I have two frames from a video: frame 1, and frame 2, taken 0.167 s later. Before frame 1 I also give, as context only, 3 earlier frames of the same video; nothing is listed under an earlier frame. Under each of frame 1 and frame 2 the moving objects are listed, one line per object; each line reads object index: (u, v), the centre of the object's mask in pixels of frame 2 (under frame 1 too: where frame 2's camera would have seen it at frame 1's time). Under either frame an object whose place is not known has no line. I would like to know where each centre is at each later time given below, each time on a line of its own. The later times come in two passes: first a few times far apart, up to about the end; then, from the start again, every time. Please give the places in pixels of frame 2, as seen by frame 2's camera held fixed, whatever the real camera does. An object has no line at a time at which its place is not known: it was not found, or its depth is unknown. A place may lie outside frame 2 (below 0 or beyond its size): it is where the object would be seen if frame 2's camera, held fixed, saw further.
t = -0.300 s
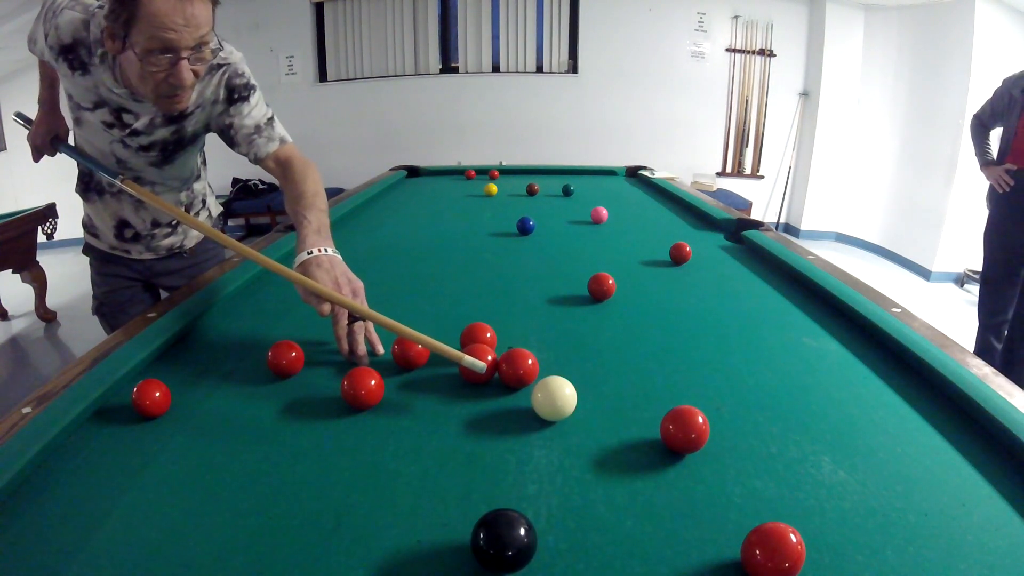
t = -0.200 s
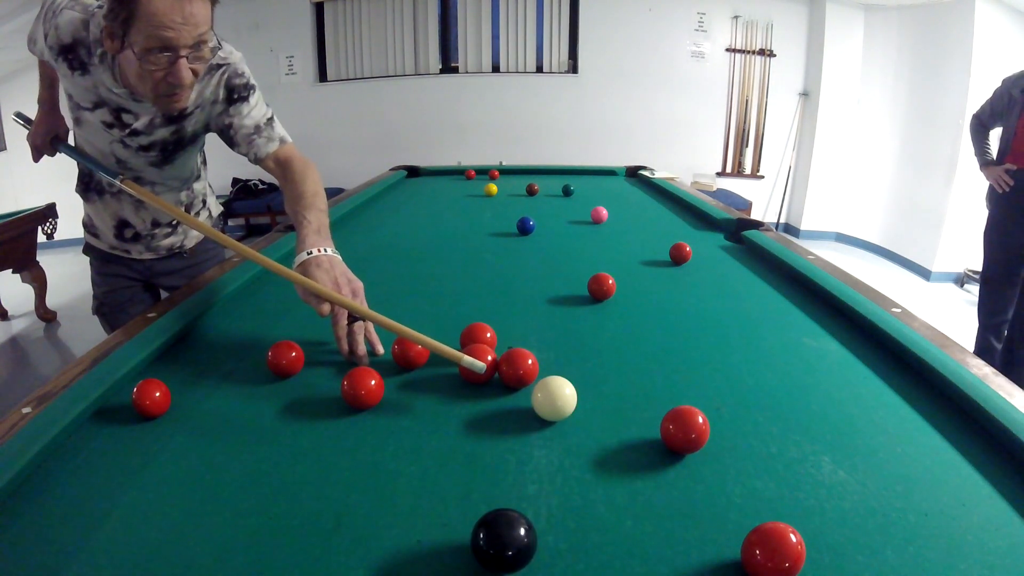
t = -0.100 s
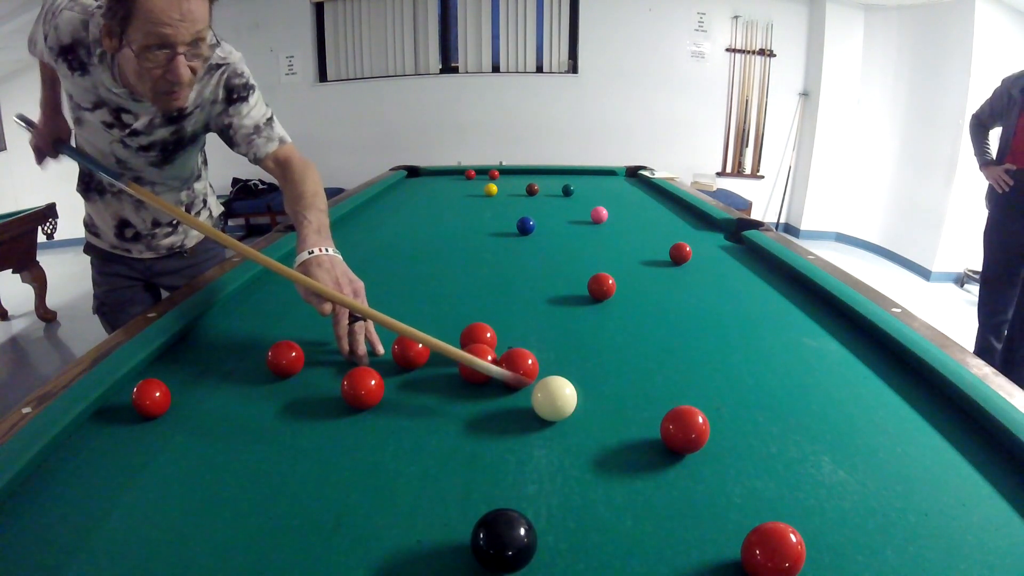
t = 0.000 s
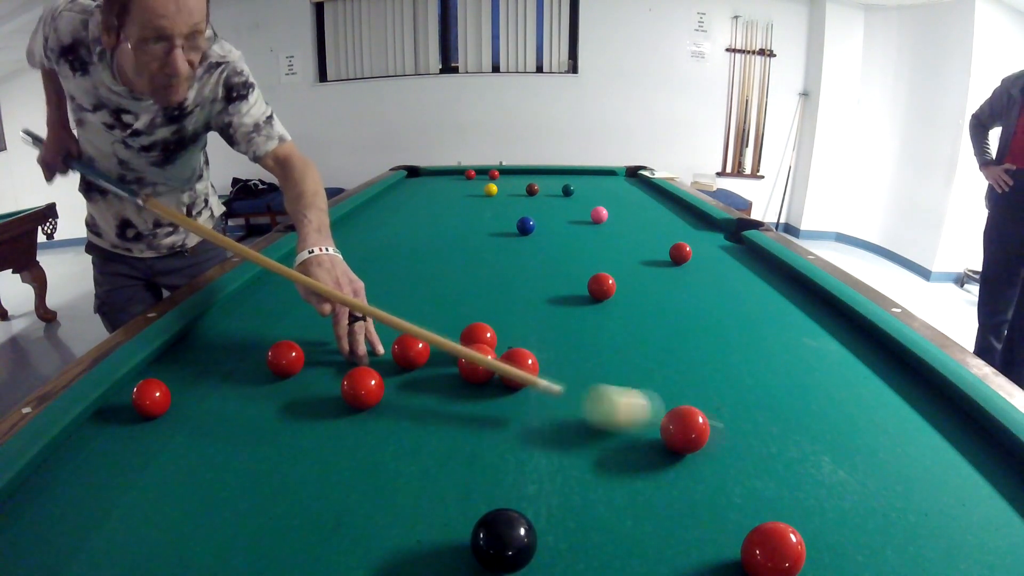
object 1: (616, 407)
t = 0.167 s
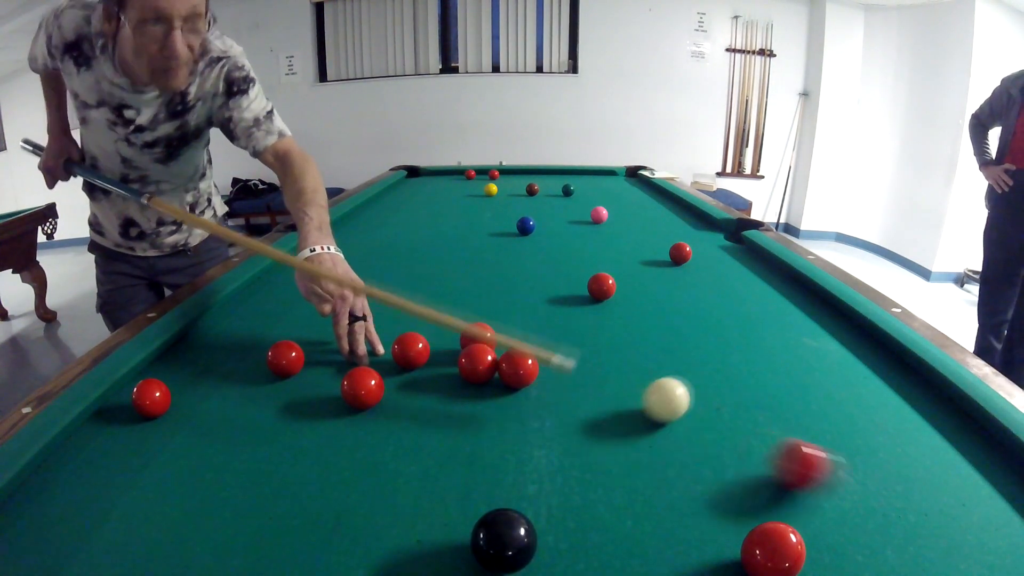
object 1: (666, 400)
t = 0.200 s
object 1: (672, 397)
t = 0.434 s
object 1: (709, 380)
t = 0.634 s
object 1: (735, 369)
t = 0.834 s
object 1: (756, 358)
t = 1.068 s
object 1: (777, 349)
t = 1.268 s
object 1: (791, 342)
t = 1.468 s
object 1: (804, 336)
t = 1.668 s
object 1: (814, 331)
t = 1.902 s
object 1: (824, 326)
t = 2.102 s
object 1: (832, 323)
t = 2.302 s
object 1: (838, 321)
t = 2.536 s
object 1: (843, 319)
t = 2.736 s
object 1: (844, 318)
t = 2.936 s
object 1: (843, 318)
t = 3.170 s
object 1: (844, 318)
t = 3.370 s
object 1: (845, 318)
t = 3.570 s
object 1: (844, 318)
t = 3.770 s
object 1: (844, 318)
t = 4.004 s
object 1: (844, 318)
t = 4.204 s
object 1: (844, 318)
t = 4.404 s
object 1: (844, 318)
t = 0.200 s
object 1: (672, 397)
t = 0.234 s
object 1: (678, 394)
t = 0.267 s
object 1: (683, 392)
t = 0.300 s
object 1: (689, 390)
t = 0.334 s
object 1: (694, 387)
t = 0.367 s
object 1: (699, 385)
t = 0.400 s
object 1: (704, 383)
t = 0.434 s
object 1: (709, 380)
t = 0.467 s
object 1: (714, 378)
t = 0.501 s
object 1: (718, 376)
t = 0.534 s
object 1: (723, 374)
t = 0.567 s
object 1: (727, 372)
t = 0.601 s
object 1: (730, 370)
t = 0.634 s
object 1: (735, 369)
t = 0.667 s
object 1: (739, 367)
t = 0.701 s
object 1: (742, 365)
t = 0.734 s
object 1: (746, 363)
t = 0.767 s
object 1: (749, 362)
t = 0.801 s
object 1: (753, 360)
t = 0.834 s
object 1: (756, 358)
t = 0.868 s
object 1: (759, 357)
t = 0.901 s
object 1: (763, 355)
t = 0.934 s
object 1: (766, 354)
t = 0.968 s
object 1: (768, 353)
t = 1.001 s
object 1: (771, 351)
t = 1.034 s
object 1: (774, 350)
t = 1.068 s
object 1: (777, 349)
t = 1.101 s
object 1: (779, 347)
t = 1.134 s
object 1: (782, 346)
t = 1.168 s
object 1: (784, 345)
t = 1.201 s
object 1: (787, 344)
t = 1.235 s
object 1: (789, 343)
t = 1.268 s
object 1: (791, 342)
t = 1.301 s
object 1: (793, 341)
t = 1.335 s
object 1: (796, 340)
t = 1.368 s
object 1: (798, 339)
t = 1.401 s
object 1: (800, 338)
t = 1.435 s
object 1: (802, 337)
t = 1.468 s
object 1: (804, 336)
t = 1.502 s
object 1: (806, 335)
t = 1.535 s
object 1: (807, 334)
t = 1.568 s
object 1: (809, 333)
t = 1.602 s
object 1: (811, 333)
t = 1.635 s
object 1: (812, 332)
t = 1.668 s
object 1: (814, 331)
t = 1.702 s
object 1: (816, 330)
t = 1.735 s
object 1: (817, 330)
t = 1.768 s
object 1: (819, 329)
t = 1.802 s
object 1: (820, 328)
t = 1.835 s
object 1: (821, 327)
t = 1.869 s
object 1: (823, 327)
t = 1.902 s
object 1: (824, 326)
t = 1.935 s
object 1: (825, 325)
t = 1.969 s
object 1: (827, 325)
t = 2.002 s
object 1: (828, 324)
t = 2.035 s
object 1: (829, 324)
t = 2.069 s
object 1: (831, 324)
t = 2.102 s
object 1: (832, 323)
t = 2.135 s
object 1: (833, 323)
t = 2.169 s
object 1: (834, 322)
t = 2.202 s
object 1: (835, 322)
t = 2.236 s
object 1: (836, 322)
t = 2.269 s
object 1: (837, 321)
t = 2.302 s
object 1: (838, 321)
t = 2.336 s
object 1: (839, 321)
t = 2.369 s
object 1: (840, 320)
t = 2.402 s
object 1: (841, 320)
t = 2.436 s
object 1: (841, 320)
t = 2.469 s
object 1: (842, 320)
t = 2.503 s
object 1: (843, 319)
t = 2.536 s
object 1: (843, 319)
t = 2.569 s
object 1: (844, 318)
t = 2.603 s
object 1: (845, 318)
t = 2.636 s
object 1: (845, 318)
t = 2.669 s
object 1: (845, 318)
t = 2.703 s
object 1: (845, 318)
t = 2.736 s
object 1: (844, 318)
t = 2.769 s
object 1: (844, 318)
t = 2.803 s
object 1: (843, 318)
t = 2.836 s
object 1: (843, 318)
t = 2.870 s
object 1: (843, 318)
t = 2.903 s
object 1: (843, 318)
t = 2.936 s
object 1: (843, 318)
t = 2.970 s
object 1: (843, 318)
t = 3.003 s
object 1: (843, 318)
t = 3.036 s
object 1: (843, 318)
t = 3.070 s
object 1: (843, 318)
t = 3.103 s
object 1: (844, 318)
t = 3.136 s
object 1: (844, 318)
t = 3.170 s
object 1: (844, 318)
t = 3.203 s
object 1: (844, 318)
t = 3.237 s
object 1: (844, 318)
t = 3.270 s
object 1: (845, 318)
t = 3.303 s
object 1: (845, 318)
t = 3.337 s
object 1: (845, 318)
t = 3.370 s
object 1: (845, 318)
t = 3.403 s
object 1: (844, 318)
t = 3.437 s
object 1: (844, 318)
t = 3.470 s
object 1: (844, 318)
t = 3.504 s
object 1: (844, 318)
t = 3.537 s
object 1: (844, 318)
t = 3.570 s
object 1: (844, 318)
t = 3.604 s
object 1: (844, 318)
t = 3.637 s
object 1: (844, 318)
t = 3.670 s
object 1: (844, 318)
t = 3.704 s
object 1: (844, 318)
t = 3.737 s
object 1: (844, 318)
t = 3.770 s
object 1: (844, 318)
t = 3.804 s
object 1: (844, 318)
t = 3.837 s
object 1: (844, 318)
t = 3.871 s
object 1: (844, 318)
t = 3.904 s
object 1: (844, 318)
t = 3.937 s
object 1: (844, 318)
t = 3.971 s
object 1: (844, 318)
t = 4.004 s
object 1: (844, 318)
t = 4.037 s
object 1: (844, 318)
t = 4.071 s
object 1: (844, 318)
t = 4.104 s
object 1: (844, 318)
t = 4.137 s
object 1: (844, 318)
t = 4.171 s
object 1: (844, 318)
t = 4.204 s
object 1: (844, 318)
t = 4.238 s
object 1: (844, 318)
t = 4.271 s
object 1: (844, 318)
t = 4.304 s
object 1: (844, 318)
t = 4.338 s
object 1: (844, 318)
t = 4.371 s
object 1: (844, 318)
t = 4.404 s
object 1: (844, 318)
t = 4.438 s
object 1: (844, 318)
